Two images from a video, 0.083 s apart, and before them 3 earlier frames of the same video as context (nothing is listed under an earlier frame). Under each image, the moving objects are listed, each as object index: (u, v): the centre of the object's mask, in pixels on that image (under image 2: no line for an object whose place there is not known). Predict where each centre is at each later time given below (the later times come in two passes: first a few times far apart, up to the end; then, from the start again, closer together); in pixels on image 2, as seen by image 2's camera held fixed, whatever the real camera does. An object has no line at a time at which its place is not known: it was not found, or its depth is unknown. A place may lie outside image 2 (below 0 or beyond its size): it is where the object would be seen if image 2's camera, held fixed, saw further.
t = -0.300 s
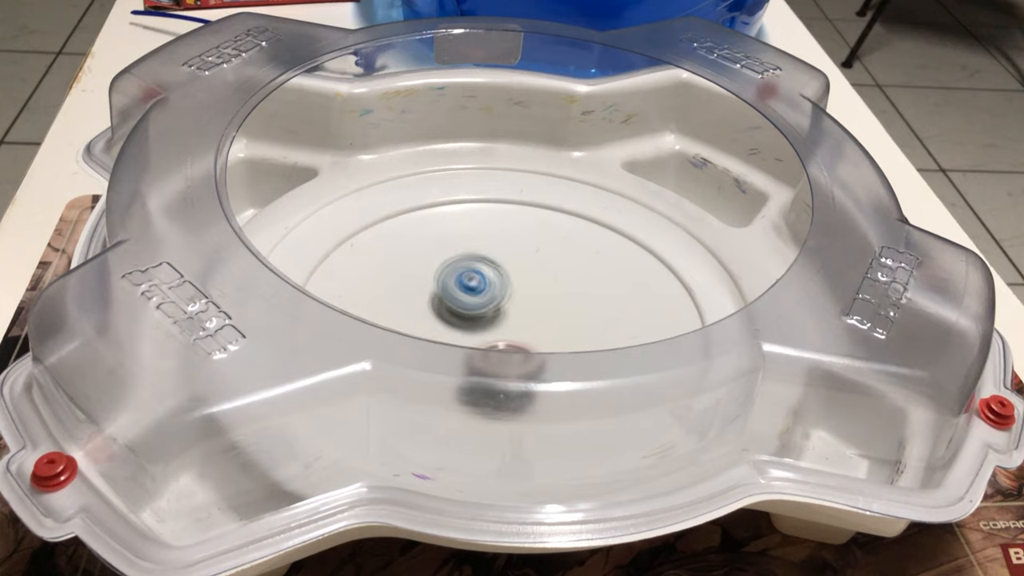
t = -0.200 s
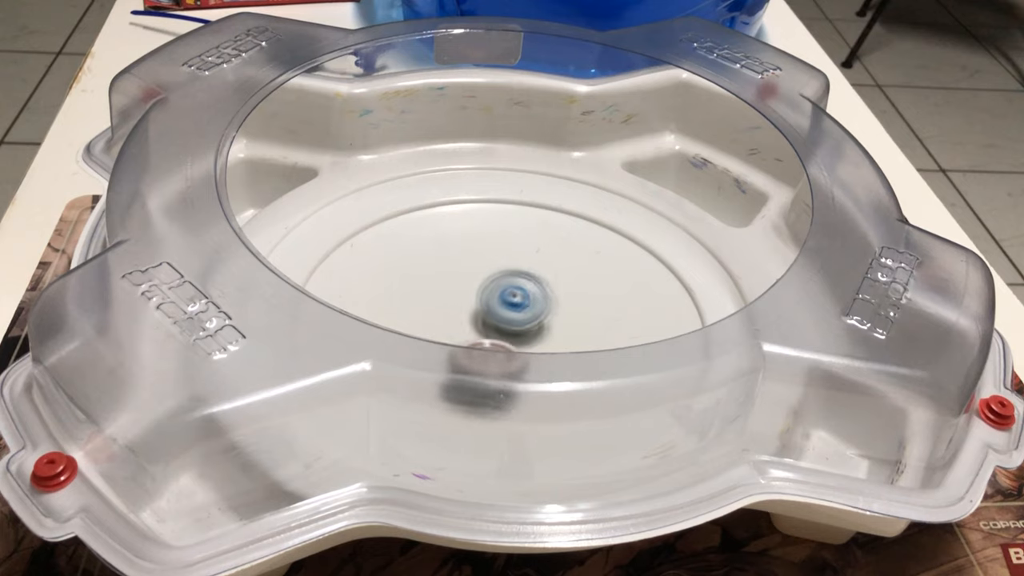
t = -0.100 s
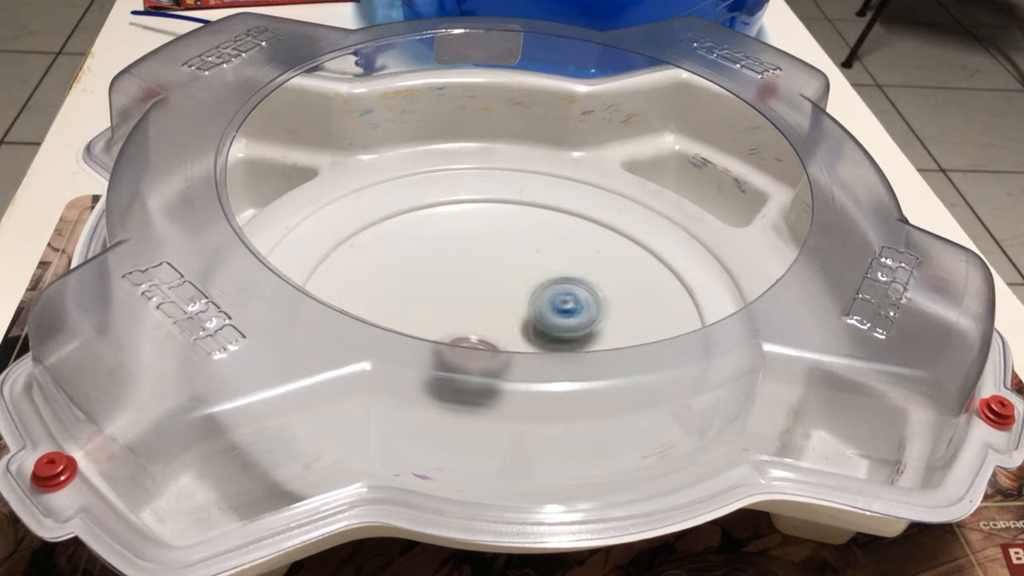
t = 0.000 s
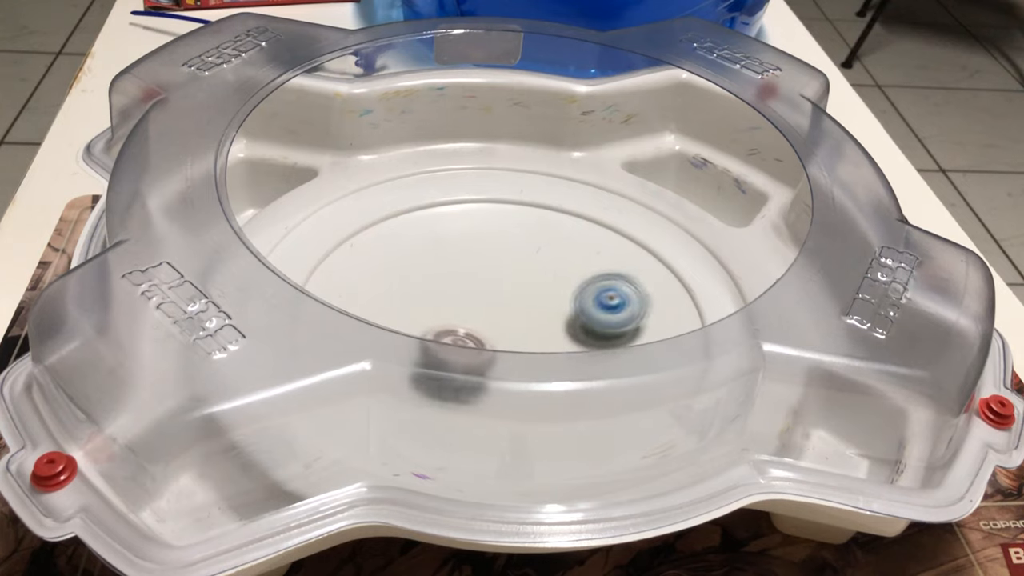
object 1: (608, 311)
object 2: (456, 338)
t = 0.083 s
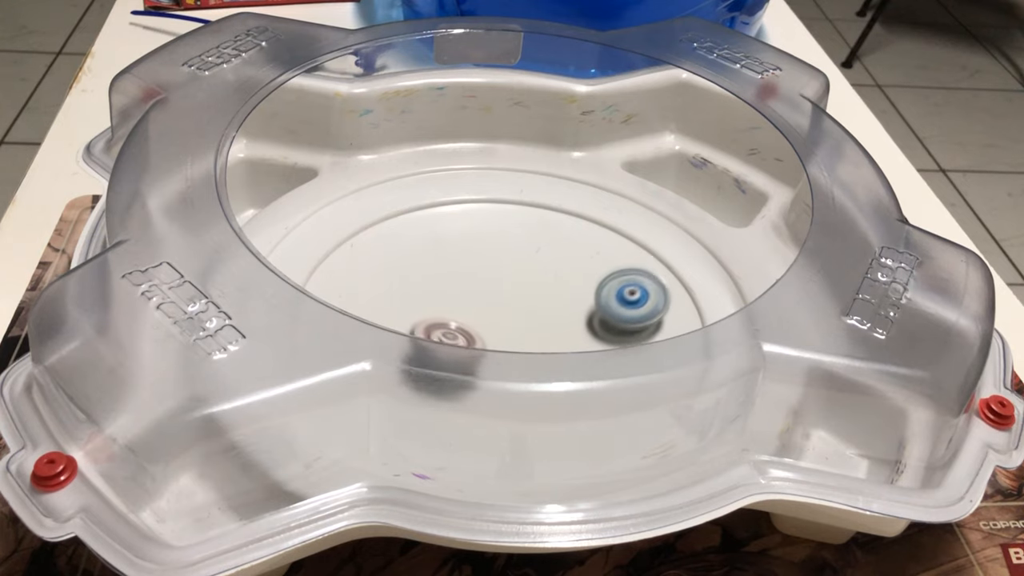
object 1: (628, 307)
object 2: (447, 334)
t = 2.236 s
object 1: (357, 311)
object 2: (635, 297)
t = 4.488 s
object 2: (547, 245)
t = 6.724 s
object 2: (426, 268)
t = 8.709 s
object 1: (481, 277)
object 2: (435, 302)
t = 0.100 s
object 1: (631, 306)
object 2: (446, 333)
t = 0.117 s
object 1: (632, 305)
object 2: (444, 331)
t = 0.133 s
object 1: (634, 303)
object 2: (442, 330)
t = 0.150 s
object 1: (635, 302)
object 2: (441, 329)
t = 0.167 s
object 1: (636, 302)
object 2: (439, 328)
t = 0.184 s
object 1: (637, 300)
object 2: (438, 327)
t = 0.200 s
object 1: (638, 300)
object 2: (437, 326)
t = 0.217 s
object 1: (638, 299)
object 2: (436, 325)
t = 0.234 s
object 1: (638, 298)
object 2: (435, 324)
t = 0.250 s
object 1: (639, 298)
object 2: (434, 323)
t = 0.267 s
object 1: (639, 297)
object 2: (433, 322)
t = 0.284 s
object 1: (639, 297)
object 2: (433, 321)
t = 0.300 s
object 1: (638, 296)
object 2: (432, 319)
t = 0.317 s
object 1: (638, 296)
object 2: (431, 318)
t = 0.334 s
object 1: (637, 296)
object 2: (431, 317)
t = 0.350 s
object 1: (636, 296)
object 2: (430, 316)
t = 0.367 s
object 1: (635, 296)
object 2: (430, 315)
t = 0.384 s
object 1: (635, 296)
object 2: (430, 314)
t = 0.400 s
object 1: (633, 296)
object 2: (430, 313)
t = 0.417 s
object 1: (632, 297)
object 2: (430, 313)
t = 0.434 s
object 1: (630, 297)
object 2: (430, 312)
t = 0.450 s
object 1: (628, 297)
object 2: (430, 311)
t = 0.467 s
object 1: (626, 298)
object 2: (430, 310)
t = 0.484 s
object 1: (625, 299)
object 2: (431, 309)
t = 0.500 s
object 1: (623, 300)
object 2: (432, 309)
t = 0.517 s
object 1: (620, 301)
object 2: (432, 308)
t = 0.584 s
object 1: (610, 305)
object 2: (439, 298)
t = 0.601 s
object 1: (607, 306)
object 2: (440, 296)
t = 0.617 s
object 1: (604, 307)
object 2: (441, 295)
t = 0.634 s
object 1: (601, 309)
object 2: (443, 294)
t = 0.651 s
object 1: (597, 310)
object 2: (444, 293)
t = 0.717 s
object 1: (584, 314)
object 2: (451, 289)
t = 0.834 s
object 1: (548, 324)
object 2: (467, 282)
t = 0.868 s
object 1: (537, 327)
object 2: (471, 280)
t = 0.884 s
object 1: (529, 329)
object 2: (474, 280)
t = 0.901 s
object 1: (523, 330)
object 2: (477, 278)
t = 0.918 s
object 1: (515, 332)
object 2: (479, 278)
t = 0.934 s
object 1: (509, 334)
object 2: (482, 278)
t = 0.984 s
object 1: (492, 339)
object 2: (489, 277)
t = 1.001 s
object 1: (487, 340)
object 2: (491, 277)
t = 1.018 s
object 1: (483, 342)
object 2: (494, 277)
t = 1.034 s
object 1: (467, 367)
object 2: (497, 277)
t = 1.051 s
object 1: (461, 372)
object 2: (499, 277)
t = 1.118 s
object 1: (444, 389)
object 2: (509, 276)
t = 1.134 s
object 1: (440, 393)
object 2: (511, 276)
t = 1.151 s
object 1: (438, 395)
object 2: (513, 276)
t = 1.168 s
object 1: (435, 397)
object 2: (516, 277)
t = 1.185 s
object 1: (434, 400)
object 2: (518, 277)
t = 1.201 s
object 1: (432, 402)
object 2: (520, 278)
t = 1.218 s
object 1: (431, 405)
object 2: (522, 278)
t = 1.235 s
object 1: (431, 407)
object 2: (523, 279)
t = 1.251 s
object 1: (430, 409)
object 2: (525, 280)
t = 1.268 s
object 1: (431, 410)
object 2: (527, 281)
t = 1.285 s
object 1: (431, 411)
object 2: (529, 281)
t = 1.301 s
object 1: (431, 412)
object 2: (531, 281)
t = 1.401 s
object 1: (433, 417)
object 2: (540, 288)
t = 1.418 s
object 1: (434, 417)
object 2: (542, 288)
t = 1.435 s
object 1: (434, 418)
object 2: (543, 289)
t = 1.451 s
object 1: (435, 418)
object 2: (545, 290)
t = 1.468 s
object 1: (436, 418)
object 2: (546, 291)
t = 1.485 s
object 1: (437, 418)
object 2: (546, 292)
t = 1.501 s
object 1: (438, 418)
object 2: (548, 293)
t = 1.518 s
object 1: (440, 418)
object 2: (548, 294)
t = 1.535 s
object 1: (441, 417)
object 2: (549, 296)
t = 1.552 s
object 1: (441, 417)
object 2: (550, 297)
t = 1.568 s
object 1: (442, 416)
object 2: (551, 298)
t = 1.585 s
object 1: (443, 415)
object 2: (551, 300)
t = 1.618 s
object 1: (445, 414)
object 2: (553, 303)
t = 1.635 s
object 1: (446, 412)
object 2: (553, 304)
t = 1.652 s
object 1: (447, 411)
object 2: (553, 306)
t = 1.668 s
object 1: (448, 410)
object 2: (554, 308)
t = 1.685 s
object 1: (449, 408)
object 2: (551, 317)
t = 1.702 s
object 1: (449, 408)
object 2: (552, 318)
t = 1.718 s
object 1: (451, 406)
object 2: (552, 319)
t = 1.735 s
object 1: (453, 399)
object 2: (552, 320)
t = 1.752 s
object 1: (454, 396)
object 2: (552, 321)
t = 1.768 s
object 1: (455, 394)
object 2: (552, 322)
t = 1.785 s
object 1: (456, 392)
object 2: (552, 323)
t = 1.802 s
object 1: (457, 390)
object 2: (552, 324)
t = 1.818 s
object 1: (458, 388)
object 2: (551, 324)
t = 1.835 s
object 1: (460, 386)
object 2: (551, 325)
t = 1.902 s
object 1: (465, 372)
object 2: (548, 328)
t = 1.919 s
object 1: (467, 369)
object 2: (547, 329)
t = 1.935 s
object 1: (467, 366)
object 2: (546, 330)
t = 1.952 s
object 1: (459, 363)
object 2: (557, 330)
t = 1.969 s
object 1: (432, 354)
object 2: (589, 330)
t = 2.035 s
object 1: (342, 327)
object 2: (677, 313)
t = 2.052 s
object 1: (330, 322)
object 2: (692, 308)
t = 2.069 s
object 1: (320, 317)
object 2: (696, 304)
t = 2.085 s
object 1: (311, 313)
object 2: (695, 300)
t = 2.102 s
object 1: (306, 310)
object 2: (686, 304)
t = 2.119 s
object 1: (307, 308)
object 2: (680, 306)
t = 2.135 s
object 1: (312, 309)
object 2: (674, 307)
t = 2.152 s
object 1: (317, 310)
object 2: (667, 307)
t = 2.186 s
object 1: (331, 311)
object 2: (652, 307)
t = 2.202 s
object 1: (340, 311)
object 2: (647, 308)
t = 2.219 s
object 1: (350, 311)
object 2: (639, 308)
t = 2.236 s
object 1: (357, 311)
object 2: (635, 297)
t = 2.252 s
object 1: (367, 312)
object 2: (629, 298)
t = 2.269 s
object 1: (375, 312)
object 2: (622, 298)
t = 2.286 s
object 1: (388, 305)
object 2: (618, 297)
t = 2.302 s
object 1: (397, 306)
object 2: (615, 299)
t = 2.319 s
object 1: (406, 307)
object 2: (611, 300)
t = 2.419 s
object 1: (451, 305)
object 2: (594, 304)
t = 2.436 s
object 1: (457, 303)
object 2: (591, 305)
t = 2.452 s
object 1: (464, 301)
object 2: (587, 306)
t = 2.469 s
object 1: (469, 298)
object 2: (583, 307)
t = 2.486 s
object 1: (474, 295)
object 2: (580, 308)
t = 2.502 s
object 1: (477, 292)
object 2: (576, 309)
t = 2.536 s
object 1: (484, 286)
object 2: (569, 310)
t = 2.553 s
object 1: (486, 282)
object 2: (564, 311)
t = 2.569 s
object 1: (489, 279)
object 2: (561, 312)
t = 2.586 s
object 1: (490, 275)
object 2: (557, 313)
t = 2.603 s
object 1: (492, 270)
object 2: (552, 313)
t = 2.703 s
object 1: (499, 246)
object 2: (525, 316)
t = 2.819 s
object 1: (507, 223)
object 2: (491, 316)
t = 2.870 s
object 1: (509, 218)
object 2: (476, 316)
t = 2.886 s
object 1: (510, 218)
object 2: (471, 316)
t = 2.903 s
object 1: (511, 217)
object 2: (467, 316)
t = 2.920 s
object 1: (511, 218)
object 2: (462, 315)
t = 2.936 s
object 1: (512, 218)
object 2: (459, 315)
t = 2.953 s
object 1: (513, 220)
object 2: (455, 315)
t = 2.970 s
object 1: (514, 220)
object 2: (451, 315)
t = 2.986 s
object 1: (514, 223)
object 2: (448, 314)
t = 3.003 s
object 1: (515, 225)
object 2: (444, 313)
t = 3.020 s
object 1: (516, 227)
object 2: (441, 313)
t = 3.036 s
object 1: (516, 229)
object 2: (438, 312)
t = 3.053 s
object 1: (517, 231)
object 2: (434, 312)
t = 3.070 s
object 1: (517, 232)
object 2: (431, 310)
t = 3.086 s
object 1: (518, 232)
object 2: (429, 310)
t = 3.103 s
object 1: (519, 233)
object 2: (426, 310)
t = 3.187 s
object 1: (524, 235)
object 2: (414, 306)
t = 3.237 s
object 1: (527, 238)
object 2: (410, 304)
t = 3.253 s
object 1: (528, 240)
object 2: (409, 302)
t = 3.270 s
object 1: (529, 241)
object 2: (407, 302)
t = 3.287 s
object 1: (530, 243)
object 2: (406, 302)
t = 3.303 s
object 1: (531, 245)
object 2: (405, 301)
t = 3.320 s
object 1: (532, 247)
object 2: (404, 299)
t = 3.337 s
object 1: (533, 249)
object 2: (403, 299)
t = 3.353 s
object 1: (534, 251)
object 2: (402, 298)
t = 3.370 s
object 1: (535, 254)
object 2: (402, 297)
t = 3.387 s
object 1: (536, 256)
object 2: (401, 296)
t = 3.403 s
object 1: (537, 260)
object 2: (401, 296)
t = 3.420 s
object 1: (539, 263)
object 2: (401, 295)
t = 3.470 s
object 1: (543, 276)
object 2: (402, 294)
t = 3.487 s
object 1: (544, 280)
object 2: (402, 294)
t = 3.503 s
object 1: (546, 285)
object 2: (402, 294)
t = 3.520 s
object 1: (549, 290)
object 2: (403, 293)
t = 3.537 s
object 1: (551, 296)
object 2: (404, 293)
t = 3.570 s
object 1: (557, 307)
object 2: (406, 292)
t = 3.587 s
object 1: (560, 312)
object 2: (407, 292)
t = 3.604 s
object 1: (563, 317)
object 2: (409, 292)
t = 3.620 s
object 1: (567, 321)
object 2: (410, 291)
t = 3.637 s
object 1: (571, 324)
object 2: (412, 291)
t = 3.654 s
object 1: (575, 326)
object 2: (414, 291)
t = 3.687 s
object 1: (584, 331)
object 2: (418, 292)
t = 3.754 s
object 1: (599, 339)
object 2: (428, 292)
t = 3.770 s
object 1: (603, 340)
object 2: (430, 293)
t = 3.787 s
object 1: (606, 341)
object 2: (433, 294)
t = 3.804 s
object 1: (606, 369)
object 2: (436, 293)
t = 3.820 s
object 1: (609, 373)
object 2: (439, 294)
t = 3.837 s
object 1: (611, 377)
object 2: (442, 294)
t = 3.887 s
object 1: (615, 383)
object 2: (451, 297)
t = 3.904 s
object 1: (615, 384)
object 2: (454, 298)
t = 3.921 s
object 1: (616, 385)
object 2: (457, 299)
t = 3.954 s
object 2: (464, 299)
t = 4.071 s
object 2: (488, 307)
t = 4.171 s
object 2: (508, 314)
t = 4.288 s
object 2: (528, 322)
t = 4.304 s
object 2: (530, 323)
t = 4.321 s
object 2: (533, 323)
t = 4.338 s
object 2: (536, 324)
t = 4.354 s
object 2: (539, 321)
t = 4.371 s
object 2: (542, 312)
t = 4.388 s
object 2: (545, 298)
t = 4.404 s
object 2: (547, 285)
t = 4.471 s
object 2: (547, 251)
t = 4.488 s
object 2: (547, 245)
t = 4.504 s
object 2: (551, 231)
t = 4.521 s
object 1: (480, 439)
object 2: (550, 229)
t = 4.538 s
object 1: (476, 439)
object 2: (549, 228)
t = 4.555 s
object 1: (474, 438)
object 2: (547, 227)
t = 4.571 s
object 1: (471, 437)
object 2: (546, 225)
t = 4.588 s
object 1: (469, 437)
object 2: (544, 225)
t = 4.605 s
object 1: (466, 435)
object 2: (543, 225)
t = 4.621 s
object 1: (464, 433)
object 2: (541, 225)
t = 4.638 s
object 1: (461, 432)
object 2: (540, 225)
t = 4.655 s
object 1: (459, 429)
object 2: (538, 224)
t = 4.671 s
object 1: (456, 425)
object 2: (536, 225)
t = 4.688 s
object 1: (452, 421)
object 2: (535, 224)
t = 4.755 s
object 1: (435, 406)
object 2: (528, 225)
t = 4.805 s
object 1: (422, 387)
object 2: (523, 228)
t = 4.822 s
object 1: (418, 380)
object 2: (521, 229)
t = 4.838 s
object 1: (415, 376)
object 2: (519, 230)
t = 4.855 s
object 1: (412, 372)
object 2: (516, 233)
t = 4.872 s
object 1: (409, 366)
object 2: (515, 234)
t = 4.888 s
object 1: (407, 358)
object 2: (513, 235)
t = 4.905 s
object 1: (405, 353)
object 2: (512, 237)
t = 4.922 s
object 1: (402, 348)
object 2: (509, 239)
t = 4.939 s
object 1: (399, 343)
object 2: (507, 241)
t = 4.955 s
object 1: (397, 338)
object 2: (505, 243)
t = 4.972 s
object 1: (395, 332)
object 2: (504, 245)
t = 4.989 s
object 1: (393, 327)
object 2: (502, 245)
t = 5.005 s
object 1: (393, 309)
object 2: (500, 247)
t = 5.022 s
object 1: (391, 307)
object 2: (497, 250)
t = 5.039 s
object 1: (389, 304)
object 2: (495, 253)
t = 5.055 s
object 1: (386, 300)
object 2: (494, 253)
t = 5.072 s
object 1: (384, 297)
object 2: (491, 257)
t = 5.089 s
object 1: (382, 294)
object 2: (489, 258)
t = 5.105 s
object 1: (381, 291)
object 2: (486, 261)
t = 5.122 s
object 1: (380, 287)
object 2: (485, 263)
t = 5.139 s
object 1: (379, 282)
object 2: (481, 266)
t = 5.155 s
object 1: (378, 278)
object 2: (479, 269)
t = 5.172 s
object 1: (378, 273)
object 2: (476, 272)
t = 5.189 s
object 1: (378, 269)
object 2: (473, 275)
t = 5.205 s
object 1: (379, 265)
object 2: (470, 278)
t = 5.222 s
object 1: (379, 261)
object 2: (467, 282)
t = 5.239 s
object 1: (380, 257)
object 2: (464, 285)
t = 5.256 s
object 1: (381, 254)
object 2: (462, 288)
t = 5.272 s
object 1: (383, 251)
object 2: (458, 292)
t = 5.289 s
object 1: (385, 249)
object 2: (456, 296)
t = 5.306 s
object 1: (387, 246)
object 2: (452, 299)
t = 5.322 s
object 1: (389, 244)
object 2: (450, 302)
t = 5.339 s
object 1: (391, 243)
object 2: (447, 306)
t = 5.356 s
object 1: (394, 242)
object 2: (444, 309)
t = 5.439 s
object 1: (407, 239)
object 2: (436, 319)
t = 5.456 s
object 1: (409, 239)
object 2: (435, 320)
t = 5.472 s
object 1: (412, 239)
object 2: (434, 322)
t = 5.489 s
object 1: (416, 240)
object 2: (433, 323)
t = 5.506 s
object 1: (418, 240)
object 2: (432, 324)
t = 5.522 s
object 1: (422, 241)
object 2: (431, 325)
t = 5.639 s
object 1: (457, 249)
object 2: (426, 329)
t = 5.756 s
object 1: (505, 258)
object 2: (422, 332)
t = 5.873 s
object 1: (550, 267)
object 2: (421, 333)
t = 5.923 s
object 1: (568, 270)
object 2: (421, 333)
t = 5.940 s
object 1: (574, 272)
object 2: (421, 333)
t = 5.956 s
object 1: (579, 273)
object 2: (421, 334)
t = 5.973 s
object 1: (586, 274)
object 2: (422, 334)
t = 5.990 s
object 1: (591, 276)
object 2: (422, 334)
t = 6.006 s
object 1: (596, 277)
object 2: (423, 334)
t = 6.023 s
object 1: (602, 279)
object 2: (424, 334)
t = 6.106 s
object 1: (622, 287)
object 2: (430, 333)
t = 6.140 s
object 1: (627, 291)
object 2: (433, 333)
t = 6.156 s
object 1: (629, 293)
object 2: (435, 333)
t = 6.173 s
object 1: (630, 294)
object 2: (437, 333)
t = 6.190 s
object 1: (631, 296)
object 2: (439, 333)
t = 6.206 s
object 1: (632, 297)
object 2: (441, 333)
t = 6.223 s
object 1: (632, 299)
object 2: (443, 333)
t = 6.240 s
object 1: (632, 300)
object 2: (446, 333)
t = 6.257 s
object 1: (632, 302)
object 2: (448, 333)
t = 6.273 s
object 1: (632, 303)
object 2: (450, 333)
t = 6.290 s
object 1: (632, 305)
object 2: (453, 333)
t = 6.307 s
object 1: (631, 307)
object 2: (456, 333)
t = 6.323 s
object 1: (630, 309)
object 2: (458, 333)
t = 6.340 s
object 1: (629, 311)
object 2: (461, 333)
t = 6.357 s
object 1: (627, 312)
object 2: (464, 333)
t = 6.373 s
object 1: (626, 315)
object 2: (467, 333)
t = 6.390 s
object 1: (623, 317)
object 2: (469, 333)
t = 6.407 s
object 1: (620, 318)
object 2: (473, 333)
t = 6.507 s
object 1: (603, 332)
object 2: (491, 333)
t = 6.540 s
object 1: (595, 337)
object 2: (499, 332)
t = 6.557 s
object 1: (591, 339)
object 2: (501, 332)
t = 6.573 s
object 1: (590, 341)
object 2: (504, 332)
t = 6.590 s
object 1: (592, 341)
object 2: (496, 326)
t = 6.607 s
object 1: (599, 381)
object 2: (479, 320)
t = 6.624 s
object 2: (467, 315)
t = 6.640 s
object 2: (455, 310)
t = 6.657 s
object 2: (445, 302)
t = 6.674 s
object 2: (441, 286)
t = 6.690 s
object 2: (431, 288)
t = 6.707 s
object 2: (429, 272)
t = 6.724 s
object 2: (426, 268)
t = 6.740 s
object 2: (425, 266)
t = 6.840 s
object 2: (421, 260)
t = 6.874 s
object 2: (420, 260)
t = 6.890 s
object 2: (420, 260)
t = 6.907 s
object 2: (419, 259)
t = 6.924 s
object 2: (420, 259)
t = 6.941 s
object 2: (420, 259)
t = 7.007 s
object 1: (508, 414)
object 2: (421, 260)
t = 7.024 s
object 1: (498, 409)
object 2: (422, 260)
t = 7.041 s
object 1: (491, 405)
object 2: (423, 261)
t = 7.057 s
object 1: (485, 397)
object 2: (424, 261)
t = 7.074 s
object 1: (477, 394)
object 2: (426, 262)
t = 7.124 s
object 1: (464, 379)
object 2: (429, 266)
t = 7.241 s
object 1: (437, 351)
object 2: (439, 276)
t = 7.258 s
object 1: (434, 348)
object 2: (441, 276)
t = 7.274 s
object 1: (433, 346)
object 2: (442, 278)
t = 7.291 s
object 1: (427, 342)
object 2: (448, 278)
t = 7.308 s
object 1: (422, 321)
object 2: (457, 276)
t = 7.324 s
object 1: (414, 318)
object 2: (470, 276)
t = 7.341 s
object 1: (407, 316)
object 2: (476, 275)
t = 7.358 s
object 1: (398, 315)
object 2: (486, 274)
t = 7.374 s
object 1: (391, 315)
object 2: (494, 275)
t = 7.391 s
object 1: (386, 312)
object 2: (502, 274)
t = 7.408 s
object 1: (378, 309)
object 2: (508, 277)
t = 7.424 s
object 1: (375, 307)
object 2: (511, 276)
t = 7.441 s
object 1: (368, 304)
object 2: (515, 276)
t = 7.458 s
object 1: (364, 302)
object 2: (519, 280)
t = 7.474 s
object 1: (359, 298)
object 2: (521, 281)
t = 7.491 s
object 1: (356, 295)
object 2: (525, 281)
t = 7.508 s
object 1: (351, 293)
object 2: (528, 284)
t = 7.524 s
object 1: (348, 291)
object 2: (532, 286)
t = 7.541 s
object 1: (345, 288)
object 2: (535, 288)
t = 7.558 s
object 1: (343, 286)
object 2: (538, 291)
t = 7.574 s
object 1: (342, 285)
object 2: (543, 292)
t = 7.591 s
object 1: (340, 283)
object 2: (545, 294)
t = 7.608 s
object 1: (340, 282)
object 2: (548, 296)
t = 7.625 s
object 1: (340, 281)
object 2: (550, 299)
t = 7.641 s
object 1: (342, 281)
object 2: (553, 300)
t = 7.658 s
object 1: (343, 281)
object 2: (556, 304)
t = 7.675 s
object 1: (346, 281)
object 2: (555, 314)
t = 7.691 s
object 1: (349, 281)
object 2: (558, 315)
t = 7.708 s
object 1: (353, 281)
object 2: (559, 317)
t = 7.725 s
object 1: (358, 283)
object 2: (560, 319)
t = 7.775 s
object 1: (374, 284)
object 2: (564, 323)
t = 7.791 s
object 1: (381, 286)
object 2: (564, 324)
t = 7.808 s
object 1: (386, 287)
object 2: (565, 325)
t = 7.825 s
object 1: (394, 288)
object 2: (565, 327)
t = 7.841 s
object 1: (399, 289)
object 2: (564, 328)
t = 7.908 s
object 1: (428, 293)
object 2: (562, 333)
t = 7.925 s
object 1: (435, 294)
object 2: (561, 334)
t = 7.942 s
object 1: (445, 295)
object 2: (560, 336)
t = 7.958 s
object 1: (451, 296)
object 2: (558, 337)
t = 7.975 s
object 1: (460, 296)
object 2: (556, 338)
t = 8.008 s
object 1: (480, 295)
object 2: (551, 340)
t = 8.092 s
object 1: (527, 286)
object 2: (536, 344)
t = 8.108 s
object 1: (537, 281)
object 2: (533, 345)
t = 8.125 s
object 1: (544, 280)
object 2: (528, 345)
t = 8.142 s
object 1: (549, 275)
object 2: (525, 346)
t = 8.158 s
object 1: (554, 270)
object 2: (519, 345)
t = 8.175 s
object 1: (558, 267)
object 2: (514, 345)
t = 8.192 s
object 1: (560, 262)
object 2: (510, 346)
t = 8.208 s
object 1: (561, 257)
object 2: (506, 346)
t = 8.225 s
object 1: (563, 255)
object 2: (500, 346)
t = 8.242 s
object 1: (561, 252)
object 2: (496, 344)
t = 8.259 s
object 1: (559, 248)
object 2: (492, 344)
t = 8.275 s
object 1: (556, 246)
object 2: (486, 344)
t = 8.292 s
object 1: (554, 245)
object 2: (481, 342)
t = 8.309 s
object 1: (548, 244)
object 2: (477, 342)
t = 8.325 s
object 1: (544, 243)
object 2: (470, 341)
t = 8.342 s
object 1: (540, 242)
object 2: (467, 340)
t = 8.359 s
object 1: (537, 242)
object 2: (462, 338)
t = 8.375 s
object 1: (532, 243)
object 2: (458, 337)
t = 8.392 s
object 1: (526, 243)
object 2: (456, 336)
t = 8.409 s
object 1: (521, 244)
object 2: (453, 334)
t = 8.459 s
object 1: (507, 249)
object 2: (446, 331)
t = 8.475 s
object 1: (502, 250)
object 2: (443, 329)
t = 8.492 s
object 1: (497, 252)
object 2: (441, 327)
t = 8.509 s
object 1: (494, 254)
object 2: (439, 325)
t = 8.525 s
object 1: (492, 257)
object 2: (437, 324)
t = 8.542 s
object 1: (489, 260)
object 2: (436, 322)
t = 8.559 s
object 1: (486, 261)
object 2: (434, 321)
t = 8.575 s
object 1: (485, 264)
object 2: (433, 318)
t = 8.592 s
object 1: (484, 265)
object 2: (433, 317)
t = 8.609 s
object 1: (484, 267)
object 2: (431, 316)
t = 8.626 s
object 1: (483, 269)
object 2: (431, 315)
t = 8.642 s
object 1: (483, 270)
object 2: (431, 313)
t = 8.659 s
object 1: (483, 271)
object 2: (433, 310)
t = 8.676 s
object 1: (482, 274)
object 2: (434, 307)
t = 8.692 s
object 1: (482, 276)
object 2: (434, 304)
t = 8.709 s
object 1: (481, 277)
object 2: (435, 302)
